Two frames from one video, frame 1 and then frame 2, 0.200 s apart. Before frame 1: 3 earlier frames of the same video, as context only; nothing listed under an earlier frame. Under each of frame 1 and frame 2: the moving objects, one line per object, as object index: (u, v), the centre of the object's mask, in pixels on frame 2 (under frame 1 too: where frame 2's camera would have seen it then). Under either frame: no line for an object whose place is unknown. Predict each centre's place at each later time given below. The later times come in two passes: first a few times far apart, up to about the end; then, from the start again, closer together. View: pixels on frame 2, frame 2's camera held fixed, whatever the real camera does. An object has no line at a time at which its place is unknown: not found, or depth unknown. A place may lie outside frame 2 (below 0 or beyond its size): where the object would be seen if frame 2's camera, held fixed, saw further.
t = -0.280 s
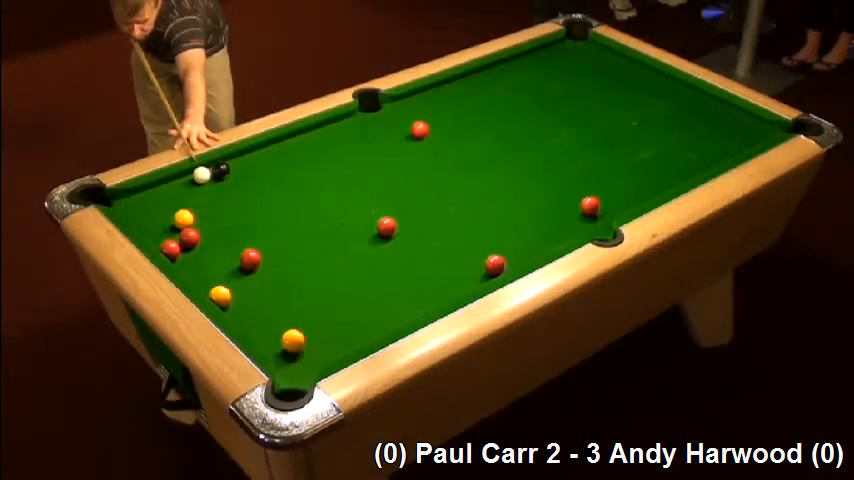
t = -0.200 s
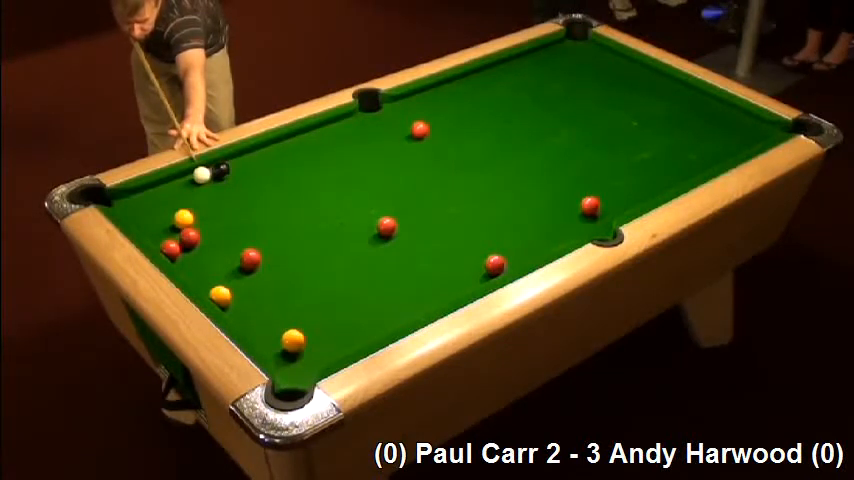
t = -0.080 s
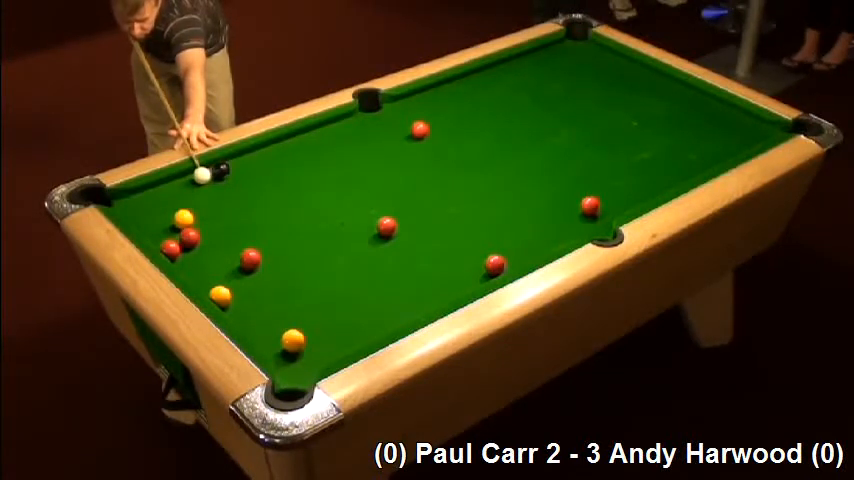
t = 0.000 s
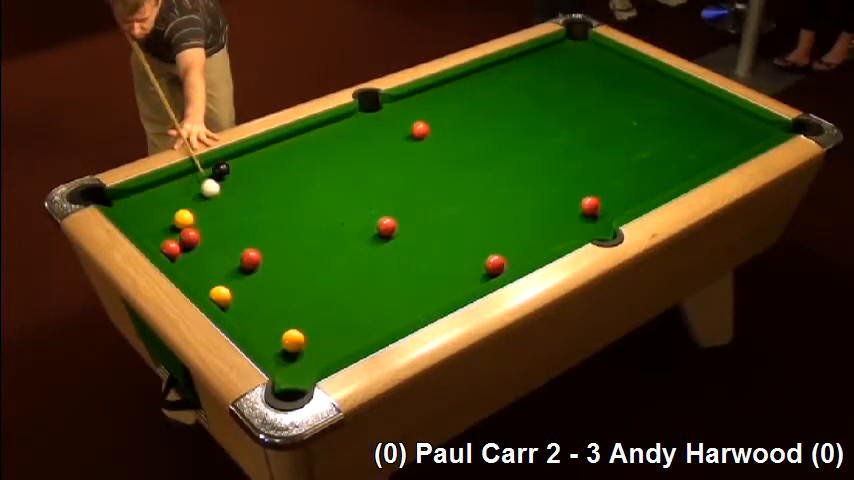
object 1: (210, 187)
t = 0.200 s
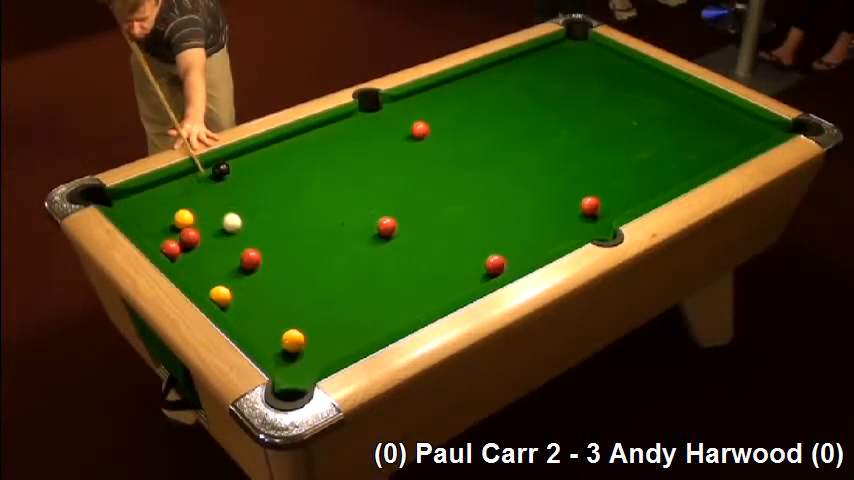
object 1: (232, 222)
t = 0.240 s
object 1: (236, 229)
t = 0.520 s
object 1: (262, 250)
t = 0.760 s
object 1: (279, 255)
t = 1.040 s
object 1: (297, 261)
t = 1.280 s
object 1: (309, 265)
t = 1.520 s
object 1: (320, 268)
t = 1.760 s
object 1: (328, 271)
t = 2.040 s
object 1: (336, 273)
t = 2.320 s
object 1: (340, 275)
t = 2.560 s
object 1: (342, 276)
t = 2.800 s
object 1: (342, 276)
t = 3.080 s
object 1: (342, 276)
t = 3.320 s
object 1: (342, 276)
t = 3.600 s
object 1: (342, 276)
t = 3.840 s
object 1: (342, 276)
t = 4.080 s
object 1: (342, 276)
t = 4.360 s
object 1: (342, 276)
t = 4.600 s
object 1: (342, 276)
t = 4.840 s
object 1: (342, 276)
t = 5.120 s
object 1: (342, 276)
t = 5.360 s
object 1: (342, 276)
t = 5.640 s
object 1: (342, 276)
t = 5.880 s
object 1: (342, 276)
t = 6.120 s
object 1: (342, 276)
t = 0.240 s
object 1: (236, 229)
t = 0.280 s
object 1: (241, 237)
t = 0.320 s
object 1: (245, 243)
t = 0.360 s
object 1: (249, 246)
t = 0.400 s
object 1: (252, 247)
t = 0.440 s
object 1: (256, 248)
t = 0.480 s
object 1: (259, 249)
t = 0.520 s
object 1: (262, 250)
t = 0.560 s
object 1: (265, 251)
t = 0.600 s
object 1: (268, 252)
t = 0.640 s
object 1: (271, 253)
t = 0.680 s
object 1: (274, 254)
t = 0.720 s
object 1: (277, 254)
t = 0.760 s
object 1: (279, 255)
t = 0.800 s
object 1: (282, 256)
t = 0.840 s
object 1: (284, 256)
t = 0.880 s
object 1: (287, 257)
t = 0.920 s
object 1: (289, 258)
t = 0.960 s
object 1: (292, 259)
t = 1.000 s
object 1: (294, 260)
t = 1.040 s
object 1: (297, 261)
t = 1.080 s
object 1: (299, 261)
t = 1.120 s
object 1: (301, 262)
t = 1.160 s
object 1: (303, 263)
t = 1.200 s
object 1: (305, 263)
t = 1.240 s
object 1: (307, 264)
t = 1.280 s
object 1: (309, 265)
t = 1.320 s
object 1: (311, 265)
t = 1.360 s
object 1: (313, 266)
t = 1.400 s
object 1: (315, 266)
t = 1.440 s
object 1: (317, 267)
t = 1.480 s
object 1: (318, 267)
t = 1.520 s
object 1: (320, 268)
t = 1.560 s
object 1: (322, 268)
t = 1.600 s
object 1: (323, 269)
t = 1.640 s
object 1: (324, 269)
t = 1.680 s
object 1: (326, 270)
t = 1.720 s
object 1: (327, 270)
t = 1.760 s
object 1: (328, 271)
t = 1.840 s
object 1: (331, 272)
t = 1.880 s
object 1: (332, 272)
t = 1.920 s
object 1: (333, 273)
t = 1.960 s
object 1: (334, 273)
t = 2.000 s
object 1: (335, 273)
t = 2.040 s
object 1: (336, 273)
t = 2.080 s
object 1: (336, 274)
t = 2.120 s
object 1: (337, 274)
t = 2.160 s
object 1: (338, 274)
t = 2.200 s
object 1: (339, 274)
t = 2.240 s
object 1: (339, 275)
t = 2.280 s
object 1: (340, 275)
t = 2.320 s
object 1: (340, 275)
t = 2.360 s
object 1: (341, 275)
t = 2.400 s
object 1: (341, 276)
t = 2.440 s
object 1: (341, 276)
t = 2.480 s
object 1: (341, 276)
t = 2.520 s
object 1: (342, 276)
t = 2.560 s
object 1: (342, 276)
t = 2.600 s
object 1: (342, 276)
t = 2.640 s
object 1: (342, 276)
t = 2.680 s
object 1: (342, 276)
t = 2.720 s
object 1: (342, 276)
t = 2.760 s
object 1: (342, 276)
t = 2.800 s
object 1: (342, 276)
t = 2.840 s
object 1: (342, 276)
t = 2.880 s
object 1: (342, 276)
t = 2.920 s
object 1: (342, 276)
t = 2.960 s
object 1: (342, 276)
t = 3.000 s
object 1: (342, 276)
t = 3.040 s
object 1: (342, 276)
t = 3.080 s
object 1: (342, 276)
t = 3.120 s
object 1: (342, 276)
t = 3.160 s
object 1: (342, 276)
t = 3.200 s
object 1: (342, 276)
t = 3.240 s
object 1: (342, 276)
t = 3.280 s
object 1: (342, 276)
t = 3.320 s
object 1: (342, 276)
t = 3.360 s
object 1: (342, 276)
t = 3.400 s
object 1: (342, 276)
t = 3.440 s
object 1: (342, 276)
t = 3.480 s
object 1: (342, 276)
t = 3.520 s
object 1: (342, 276)
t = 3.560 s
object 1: (342, 276)
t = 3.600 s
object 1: (342, 276)
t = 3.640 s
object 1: (342, 276)
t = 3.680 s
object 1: (342, 276)
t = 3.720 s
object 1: (342, 276)
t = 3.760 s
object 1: (342, 276)
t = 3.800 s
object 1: (342, 276)
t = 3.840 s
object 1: (342, 276)
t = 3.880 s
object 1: (342, 276)
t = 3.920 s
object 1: (342, 276)
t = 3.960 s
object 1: (342, 276)
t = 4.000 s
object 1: (342, 276)
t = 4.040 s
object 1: (342, 276)
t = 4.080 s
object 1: (342, 276)
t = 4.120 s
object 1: (342, 276)
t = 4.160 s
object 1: (342, 276)
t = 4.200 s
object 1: (342, 276)
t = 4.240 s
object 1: (342, 276)
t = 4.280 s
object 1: (342, 276)
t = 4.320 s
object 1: (342, 276)
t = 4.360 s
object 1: (342, 276)
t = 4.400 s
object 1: (342, 276)
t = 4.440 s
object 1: (342, 276)
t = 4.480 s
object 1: (342, 276)
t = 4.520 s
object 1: (342, 276)
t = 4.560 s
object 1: (342, 276)
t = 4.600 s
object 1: (342, 276)
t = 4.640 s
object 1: (342, 276)
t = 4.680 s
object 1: (342, 276)
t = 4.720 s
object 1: (342, 276)
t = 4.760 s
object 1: (342, 276)
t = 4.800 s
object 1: (342, 276)
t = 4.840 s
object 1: (342, 276)
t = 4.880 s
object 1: (342, 276)
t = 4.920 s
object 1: (342, 276)
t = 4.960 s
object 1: (342, 276)
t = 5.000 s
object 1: (342, 276)
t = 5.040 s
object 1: (342, 276)
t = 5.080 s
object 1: (342, 276)
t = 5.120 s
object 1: (342, 276)
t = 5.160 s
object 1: (342, 276)
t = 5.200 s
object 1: (342, 276)
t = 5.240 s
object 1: (342, 276)
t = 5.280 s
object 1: (342, 276)
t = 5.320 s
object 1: (342, 276)
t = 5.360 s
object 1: (342, 276)
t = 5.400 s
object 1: (342, 276)
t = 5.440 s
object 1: (342, 276)
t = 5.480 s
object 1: (342, 276)
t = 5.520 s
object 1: (342, 276)
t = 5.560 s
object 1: (342, 276)
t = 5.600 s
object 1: (342, 276)
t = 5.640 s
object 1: (342, 276)
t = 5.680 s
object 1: (342, 276)
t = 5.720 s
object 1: (342, 276)
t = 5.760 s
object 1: (342, 276)
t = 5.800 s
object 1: (342, 276)
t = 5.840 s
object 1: (342, 276)
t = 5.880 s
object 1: (342, 276)
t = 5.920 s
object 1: (342, 276)
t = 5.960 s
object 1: (342, 276)
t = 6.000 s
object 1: (342, 276)
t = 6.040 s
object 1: (342, 276)
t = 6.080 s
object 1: (342, 276)
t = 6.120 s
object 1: (342, 276)
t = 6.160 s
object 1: (342, 276)
